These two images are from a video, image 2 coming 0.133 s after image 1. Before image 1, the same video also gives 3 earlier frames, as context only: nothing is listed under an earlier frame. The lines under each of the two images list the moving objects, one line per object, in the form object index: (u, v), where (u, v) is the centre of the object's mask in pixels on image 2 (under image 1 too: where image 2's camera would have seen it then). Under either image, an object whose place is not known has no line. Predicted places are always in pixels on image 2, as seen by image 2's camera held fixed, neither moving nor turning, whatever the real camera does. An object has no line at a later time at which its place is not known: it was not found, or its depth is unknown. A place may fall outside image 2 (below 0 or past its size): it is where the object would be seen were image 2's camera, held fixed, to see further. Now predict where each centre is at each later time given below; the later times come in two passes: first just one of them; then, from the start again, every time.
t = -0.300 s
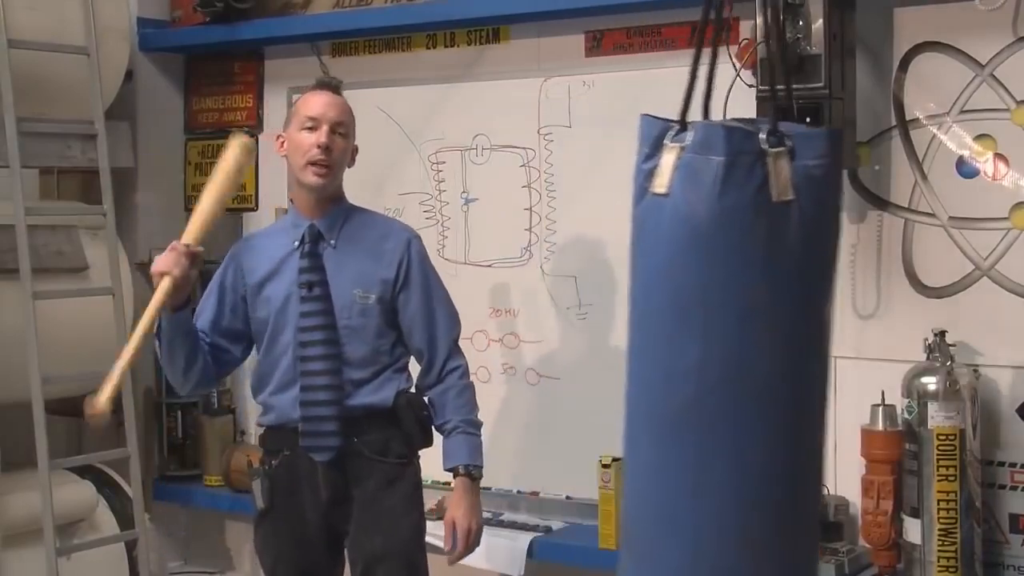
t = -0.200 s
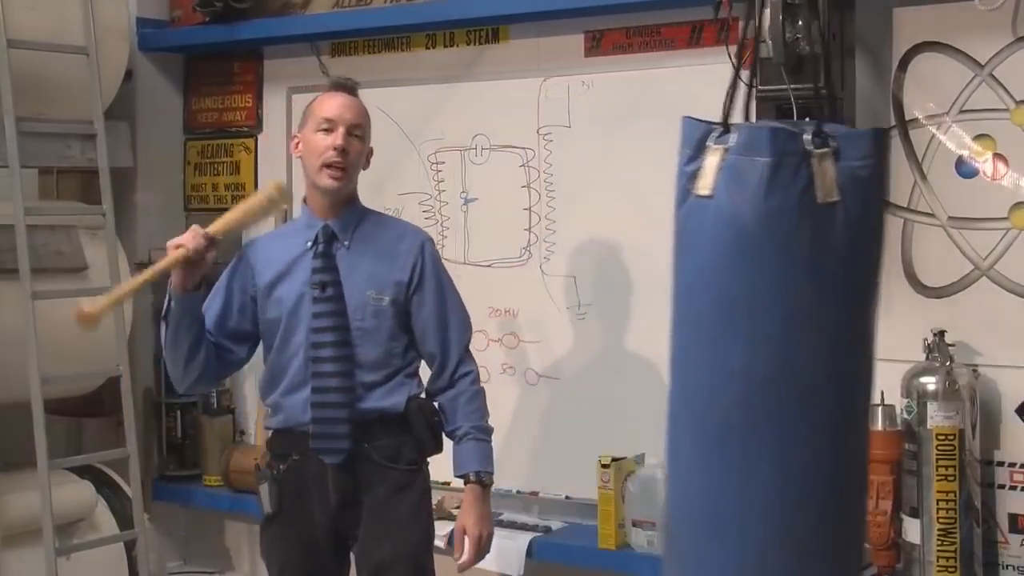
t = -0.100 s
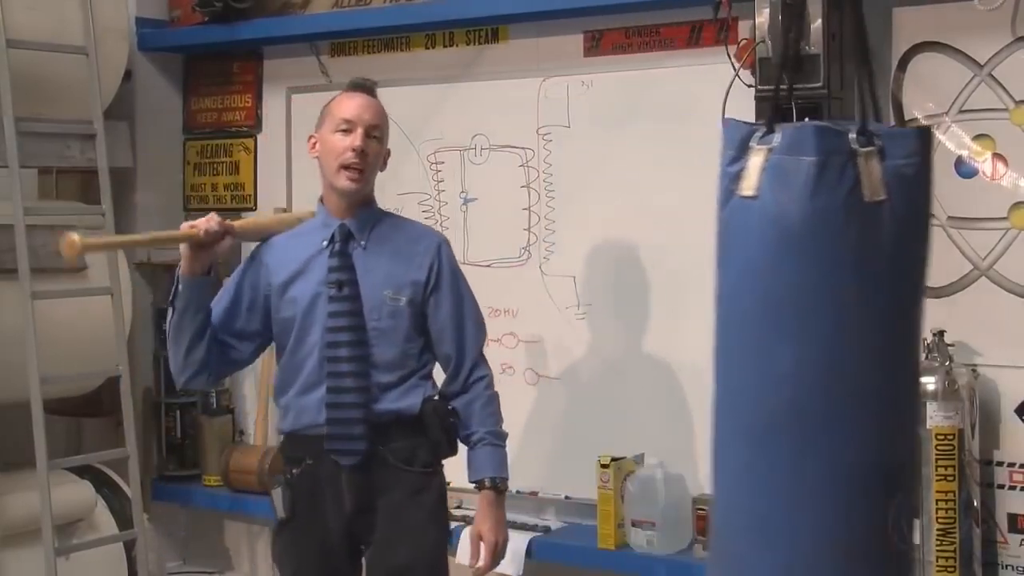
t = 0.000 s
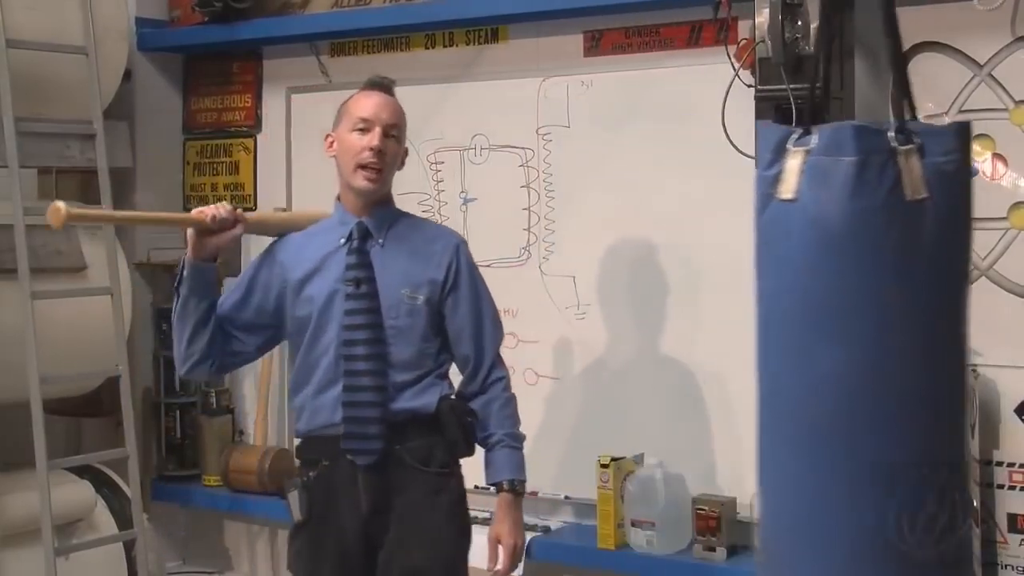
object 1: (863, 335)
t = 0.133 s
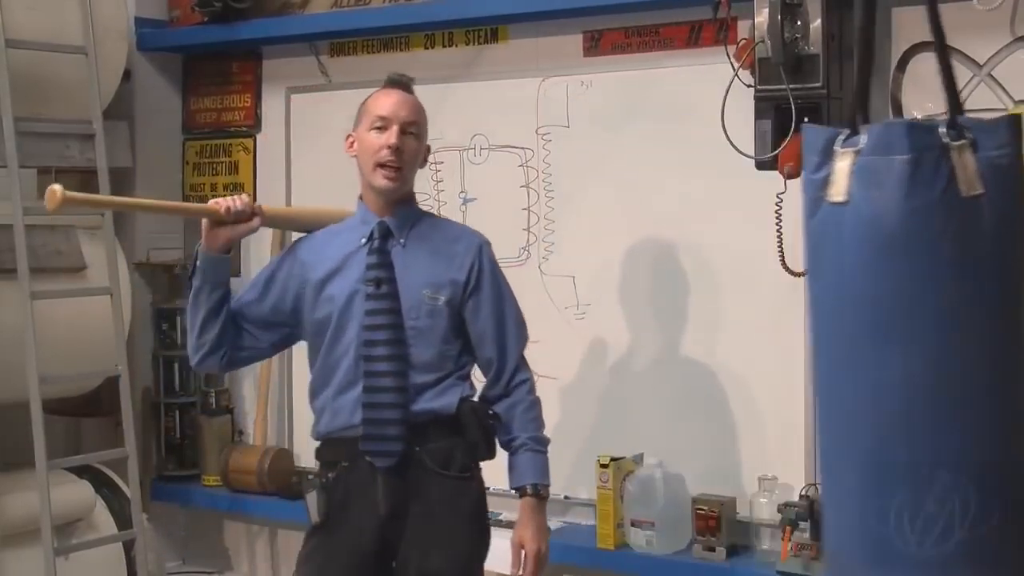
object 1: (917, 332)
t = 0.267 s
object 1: (948, 329)
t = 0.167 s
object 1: (925, 331)
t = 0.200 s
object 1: (933, 331)
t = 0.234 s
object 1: (940, 329)
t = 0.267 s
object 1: (948, 329)
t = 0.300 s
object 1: (953, 332)
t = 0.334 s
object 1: (961, 330)
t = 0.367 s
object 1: (967, 328)
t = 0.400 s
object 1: (974, 324)
